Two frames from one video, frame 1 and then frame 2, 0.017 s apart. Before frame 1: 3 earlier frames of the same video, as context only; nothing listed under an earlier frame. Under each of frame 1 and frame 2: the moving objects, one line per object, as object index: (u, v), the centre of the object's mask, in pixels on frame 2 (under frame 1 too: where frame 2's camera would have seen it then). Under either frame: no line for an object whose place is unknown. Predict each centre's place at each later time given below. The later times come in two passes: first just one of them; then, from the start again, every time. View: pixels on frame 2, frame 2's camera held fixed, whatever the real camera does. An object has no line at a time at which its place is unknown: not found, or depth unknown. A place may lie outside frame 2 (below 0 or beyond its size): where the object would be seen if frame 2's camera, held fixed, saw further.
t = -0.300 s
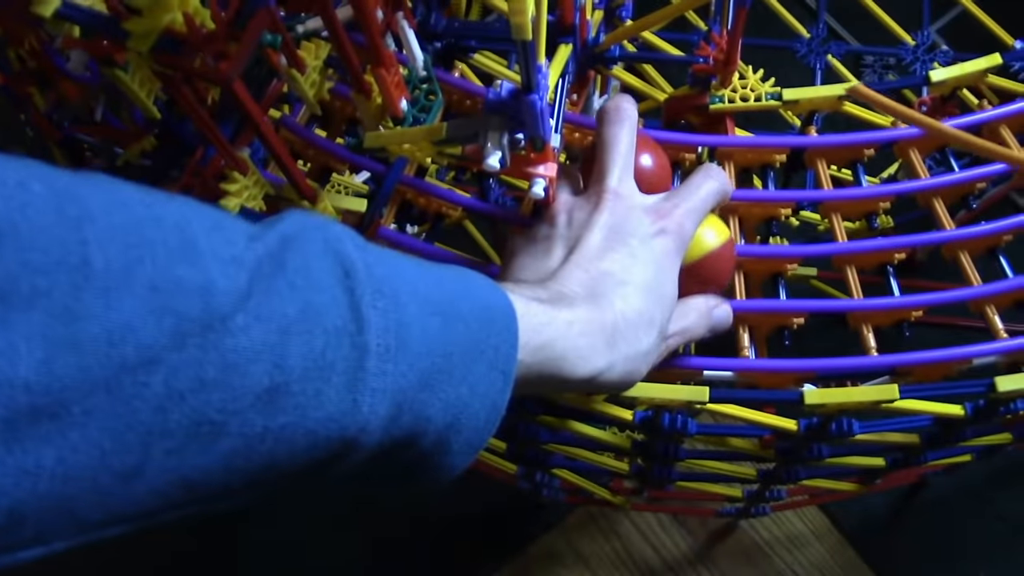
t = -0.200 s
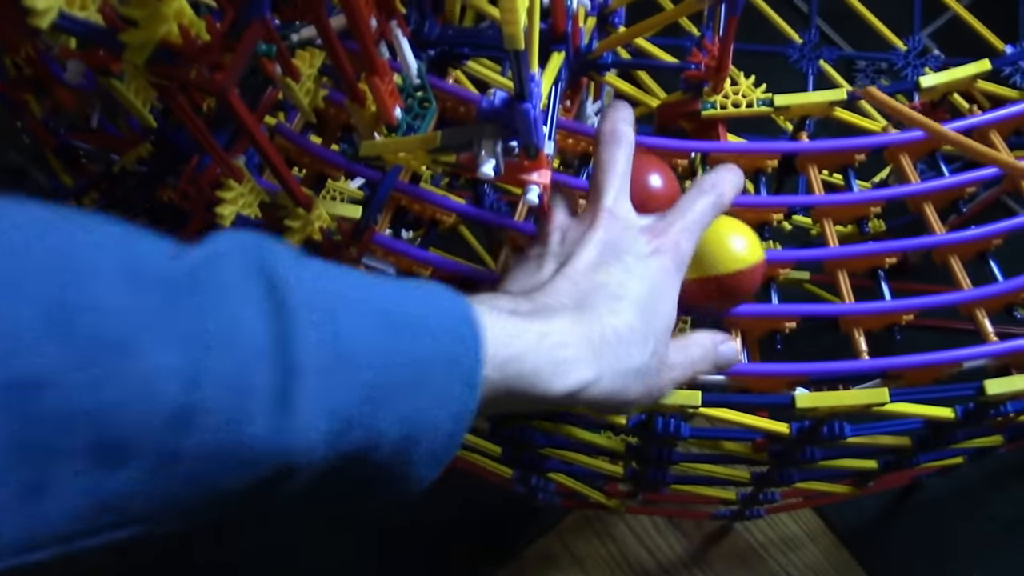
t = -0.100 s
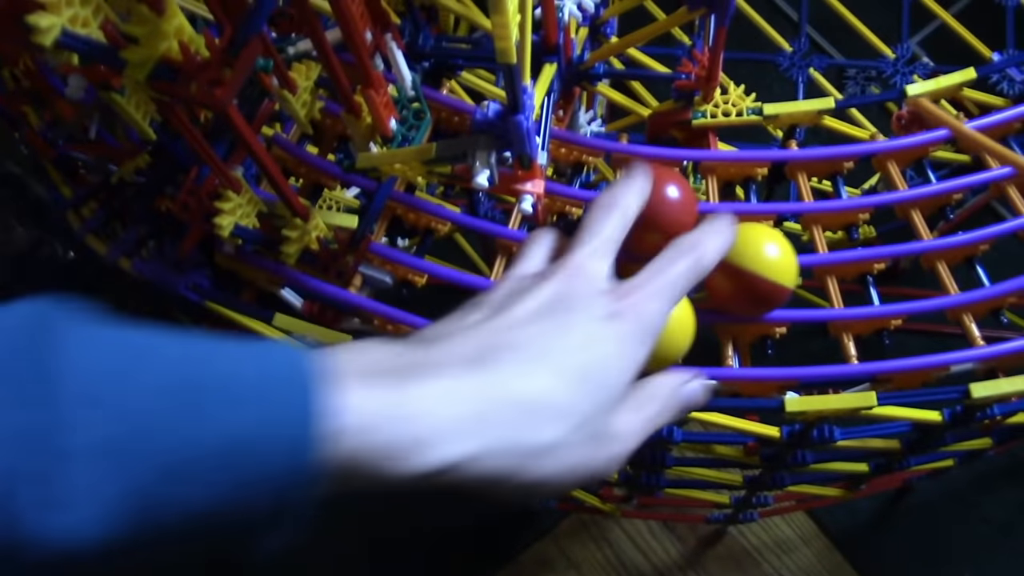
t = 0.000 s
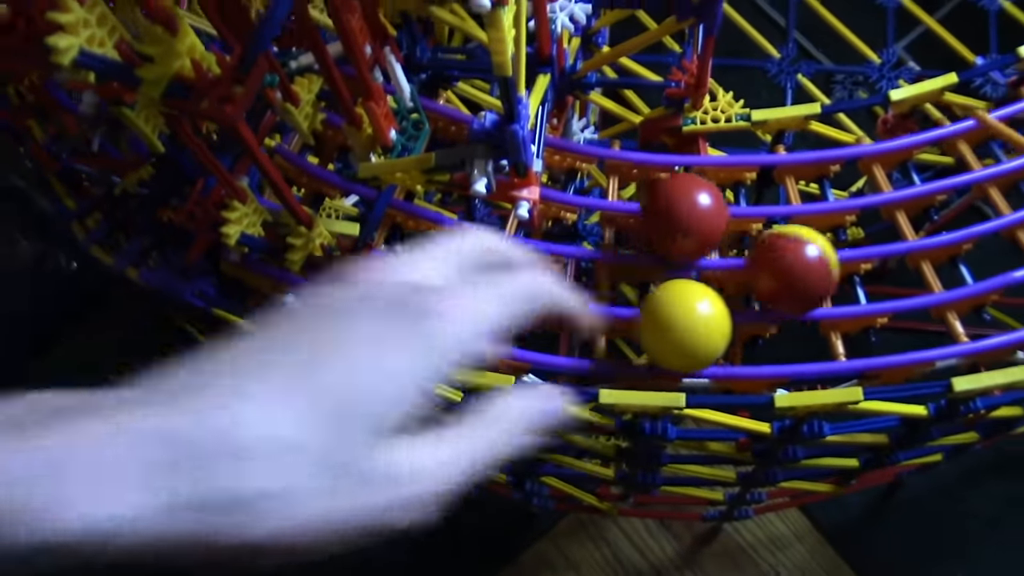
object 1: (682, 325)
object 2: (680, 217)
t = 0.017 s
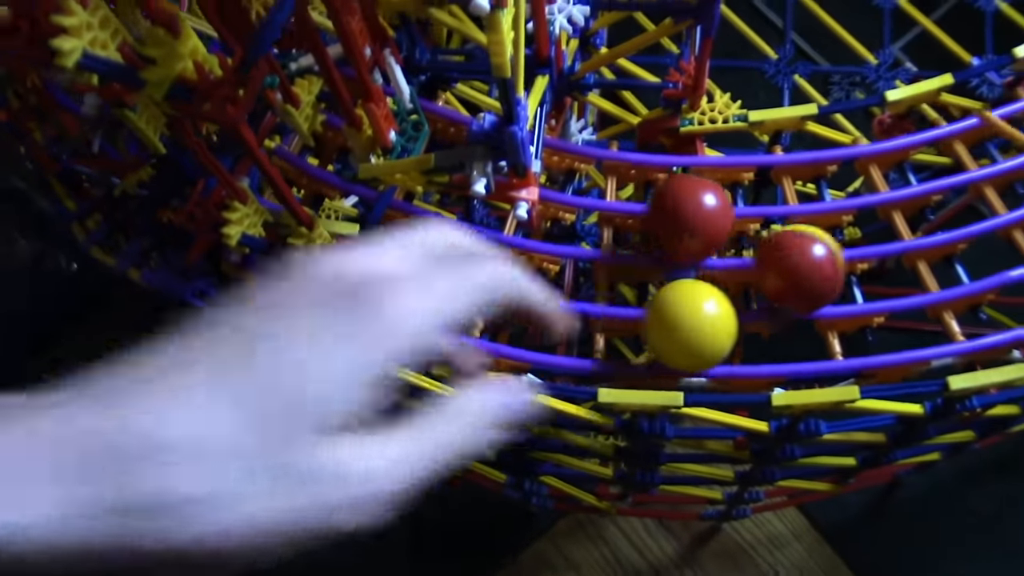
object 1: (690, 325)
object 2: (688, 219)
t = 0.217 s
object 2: (819, 215)
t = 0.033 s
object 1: (699, 326)
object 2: (698, 218)
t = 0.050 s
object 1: (708, 325)
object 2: (708, 219)
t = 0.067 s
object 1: (717, 325)
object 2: (716, 219)
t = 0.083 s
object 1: (726, 326)
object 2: (726, 218)
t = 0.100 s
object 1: (736, 326)
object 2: (736, 218)
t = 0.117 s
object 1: (747, 326)
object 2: (745, 219)
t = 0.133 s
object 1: (758, 325)
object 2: (756, 218)
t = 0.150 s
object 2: (770, 218)
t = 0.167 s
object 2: (781, 217)
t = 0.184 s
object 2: (794, 217)
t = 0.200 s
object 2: (805, 216)
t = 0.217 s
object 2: (819, 215)
